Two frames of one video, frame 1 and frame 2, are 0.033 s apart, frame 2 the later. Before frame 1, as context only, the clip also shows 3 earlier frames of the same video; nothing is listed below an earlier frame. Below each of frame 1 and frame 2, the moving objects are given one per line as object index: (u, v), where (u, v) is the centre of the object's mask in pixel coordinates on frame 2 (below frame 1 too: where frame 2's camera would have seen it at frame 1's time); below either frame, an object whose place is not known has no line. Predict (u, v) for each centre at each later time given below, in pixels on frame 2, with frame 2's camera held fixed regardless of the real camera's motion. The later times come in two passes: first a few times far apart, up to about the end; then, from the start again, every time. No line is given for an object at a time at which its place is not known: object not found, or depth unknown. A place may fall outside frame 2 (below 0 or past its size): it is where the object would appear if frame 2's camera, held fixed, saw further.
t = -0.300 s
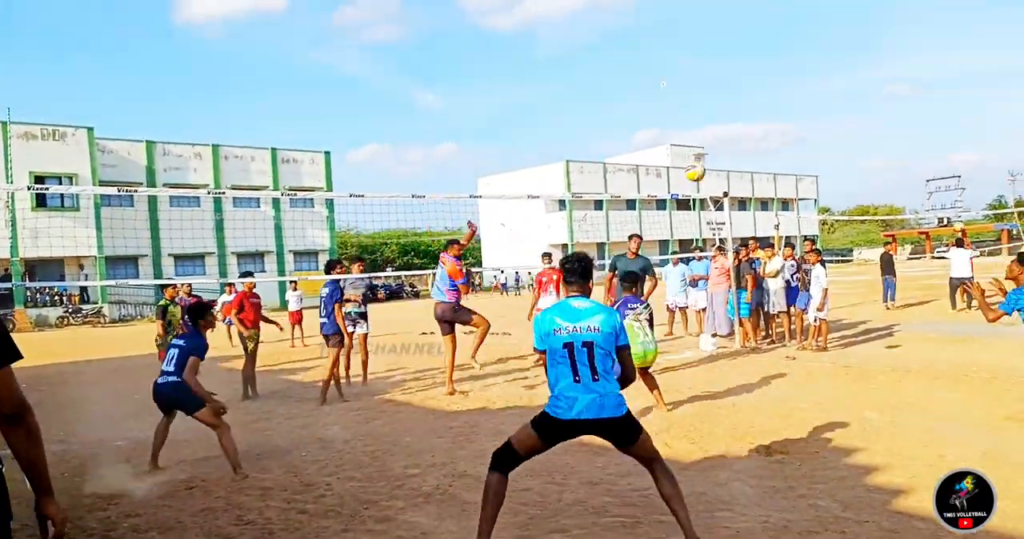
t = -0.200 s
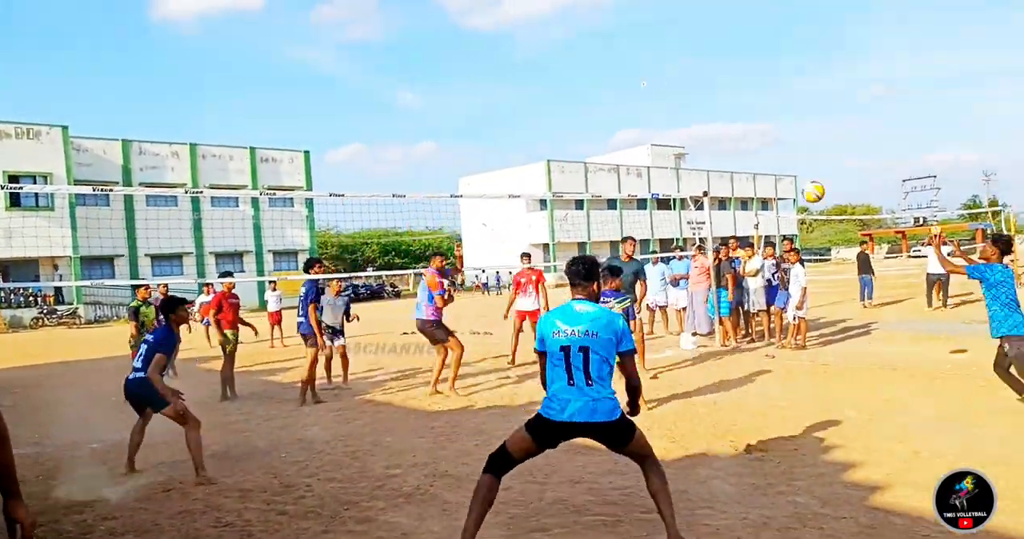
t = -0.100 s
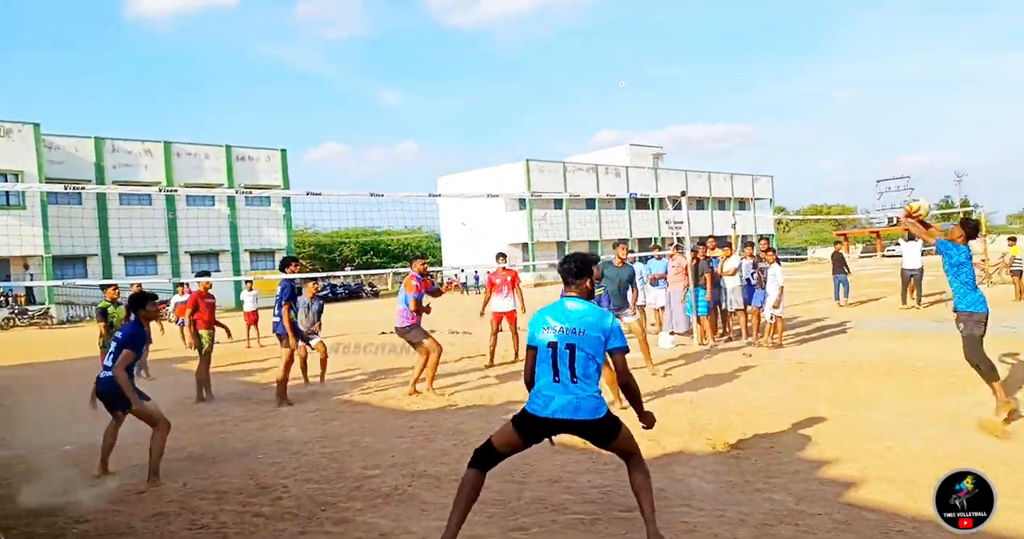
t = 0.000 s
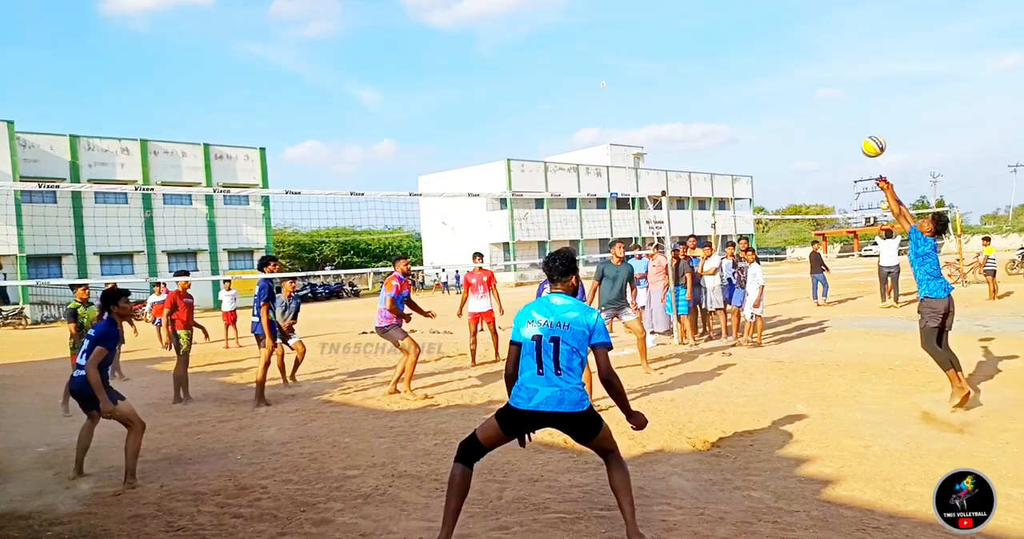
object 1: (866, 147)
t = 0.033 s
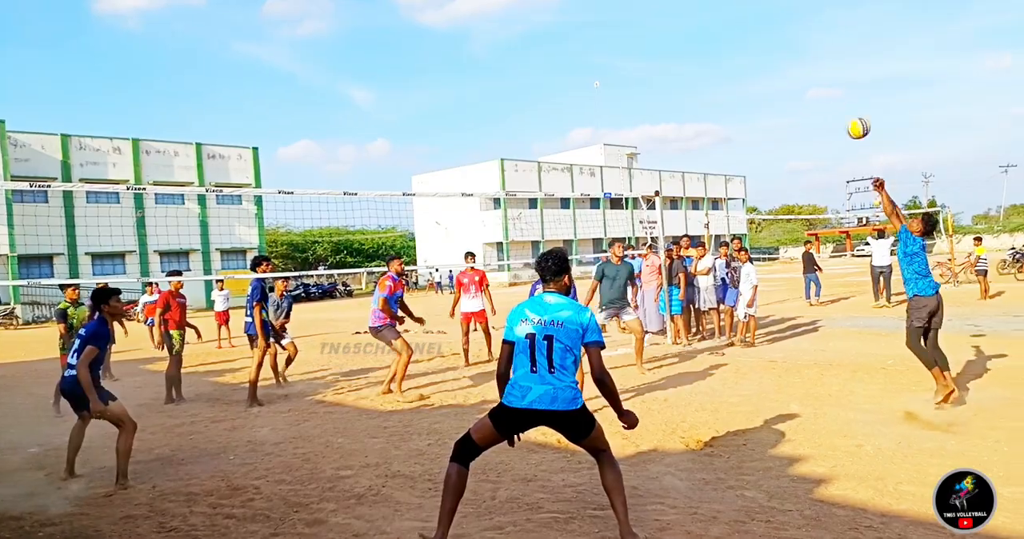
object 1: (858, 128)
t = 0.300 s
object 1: (806, 30)
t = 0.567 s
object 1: (763, 8)
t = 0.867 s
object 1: (723, 60)
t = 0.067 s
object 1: (851, 111)
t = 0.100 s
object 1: (844, 96)
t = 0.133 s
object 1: (837, 81)
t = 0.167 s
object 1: (831, 68)
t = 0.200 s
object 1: (824, 57)
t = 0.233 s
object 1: (818, 46)
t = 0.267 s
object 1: (812, 37)
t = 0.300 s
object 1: (806, 30)
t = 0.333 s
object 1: (800, 24)
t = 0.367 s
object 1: (794, 18)
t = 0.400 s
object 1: (789, 14)
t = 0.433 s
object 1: (783, 10)
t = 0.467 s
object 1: (778, 8)
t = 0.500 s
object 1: (773, 7)
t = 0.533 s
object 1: (768, 7)
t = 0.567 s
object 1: (763, 8)
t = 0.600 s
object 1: (758, 10)
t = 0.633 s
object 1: (754, 14)
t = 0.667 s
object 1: (749, 17)
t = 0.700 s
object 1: (744, 22)
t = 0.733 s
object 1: (740, 28)
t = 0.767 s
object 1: (735, 35)
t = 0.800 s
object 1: (731, 42)
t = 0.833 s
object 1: (727, 51)
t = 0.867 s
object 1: (723, 60)
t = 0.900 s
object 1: (719, 69)
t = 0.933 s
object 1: (716, 79)
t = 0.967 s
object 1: (713, 90)
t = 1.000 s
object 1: (709, 102)
